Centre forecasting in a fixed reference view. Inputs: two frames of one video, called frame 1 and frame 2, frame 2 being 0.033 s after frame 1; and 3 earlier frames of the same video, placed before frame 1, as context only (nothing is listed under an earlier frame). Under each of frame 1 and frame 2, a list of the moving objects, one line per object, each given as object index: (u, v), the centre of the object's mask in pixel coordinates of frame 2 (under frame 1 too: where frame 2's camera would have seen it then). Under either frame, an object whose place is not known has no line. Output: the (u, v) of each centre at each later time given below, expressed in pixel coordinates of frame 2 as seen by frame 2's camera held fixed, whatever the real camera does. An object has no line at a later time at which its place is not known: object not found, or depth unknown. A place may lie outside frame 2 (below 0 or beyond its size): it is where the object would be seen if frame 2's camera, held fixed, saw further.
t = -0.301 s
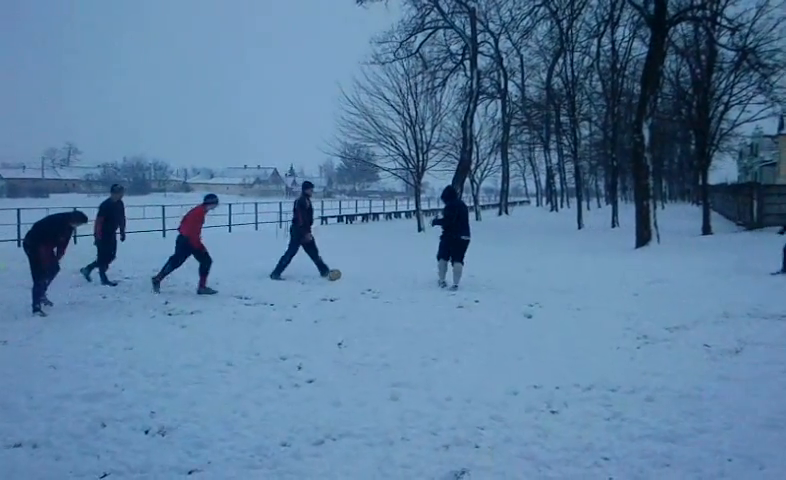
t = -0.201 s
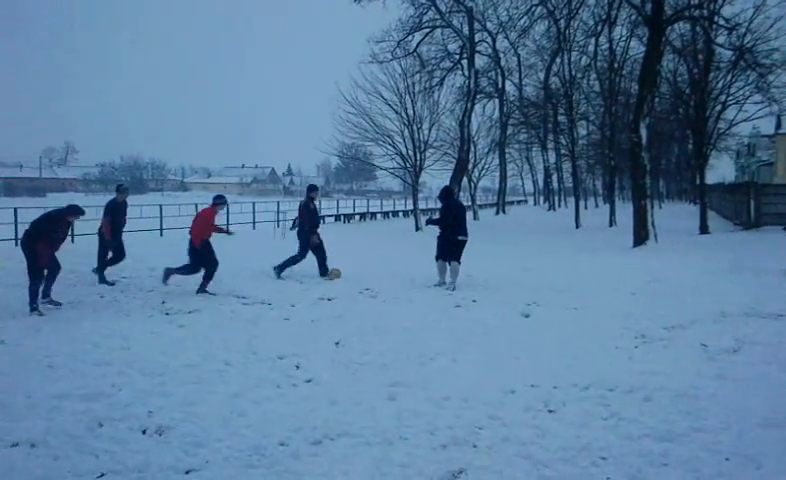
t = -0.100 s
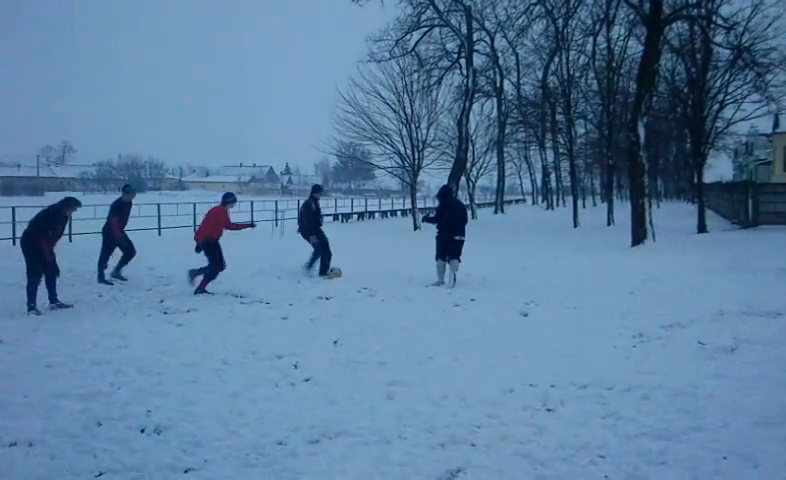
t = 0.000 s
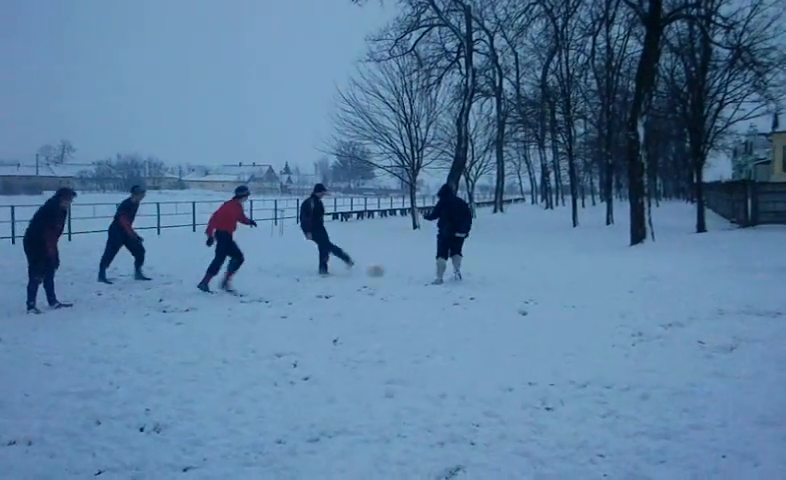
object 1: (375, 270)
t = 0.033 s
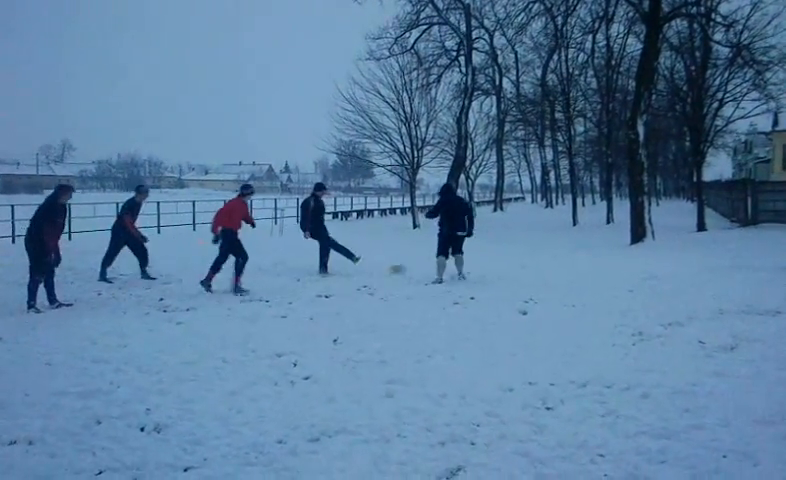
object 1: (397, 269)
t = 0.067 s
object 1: (416, 268)
